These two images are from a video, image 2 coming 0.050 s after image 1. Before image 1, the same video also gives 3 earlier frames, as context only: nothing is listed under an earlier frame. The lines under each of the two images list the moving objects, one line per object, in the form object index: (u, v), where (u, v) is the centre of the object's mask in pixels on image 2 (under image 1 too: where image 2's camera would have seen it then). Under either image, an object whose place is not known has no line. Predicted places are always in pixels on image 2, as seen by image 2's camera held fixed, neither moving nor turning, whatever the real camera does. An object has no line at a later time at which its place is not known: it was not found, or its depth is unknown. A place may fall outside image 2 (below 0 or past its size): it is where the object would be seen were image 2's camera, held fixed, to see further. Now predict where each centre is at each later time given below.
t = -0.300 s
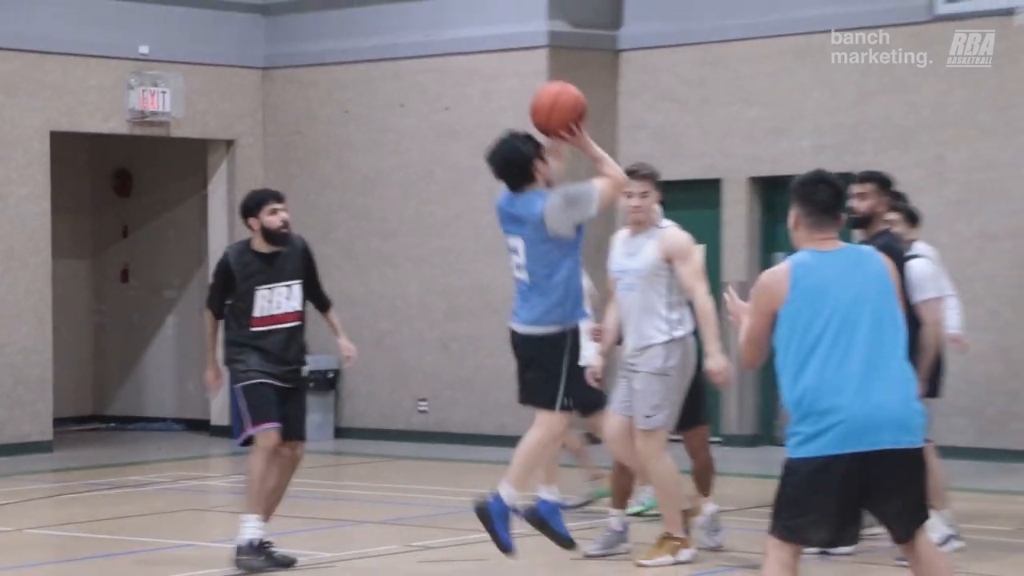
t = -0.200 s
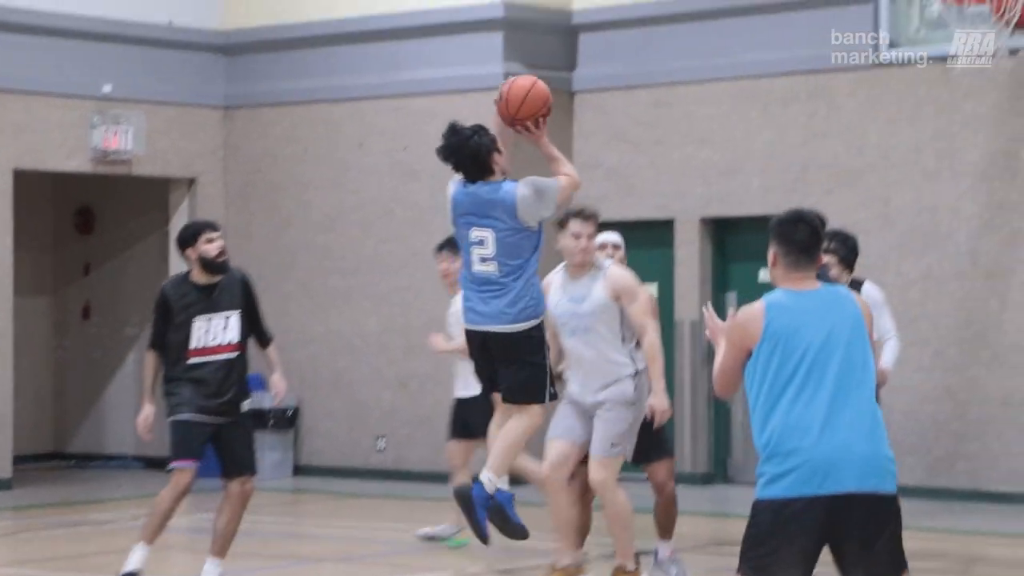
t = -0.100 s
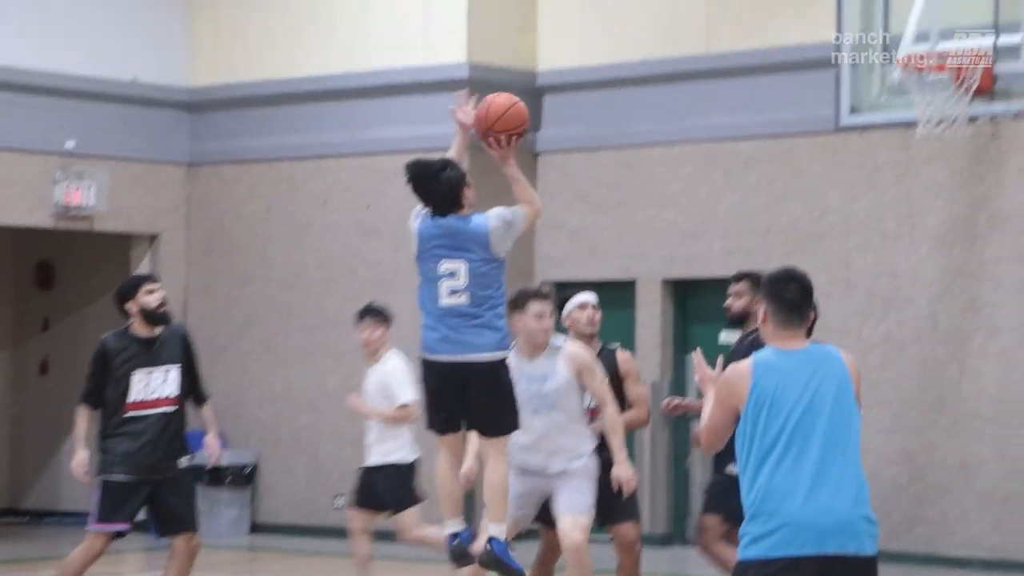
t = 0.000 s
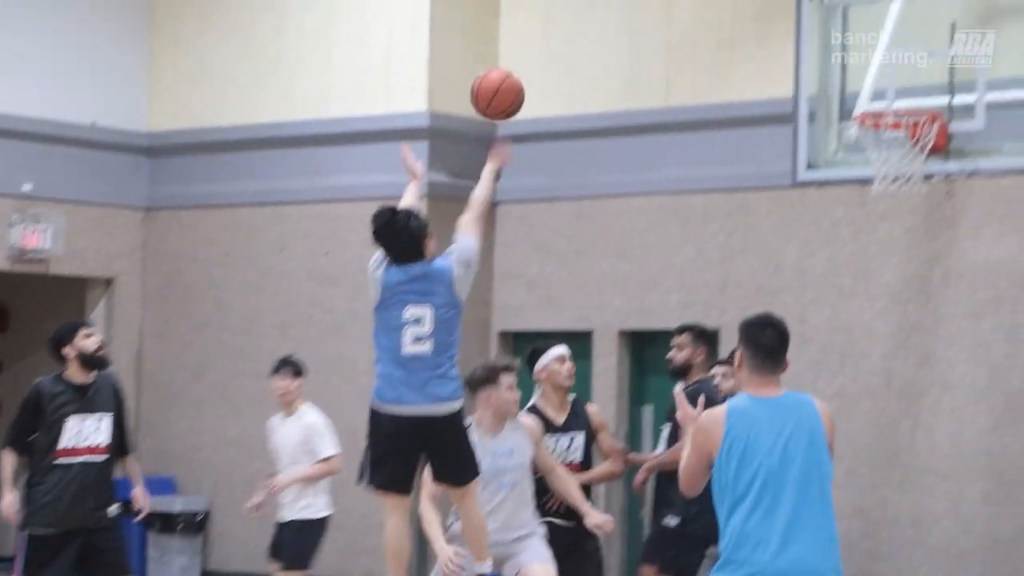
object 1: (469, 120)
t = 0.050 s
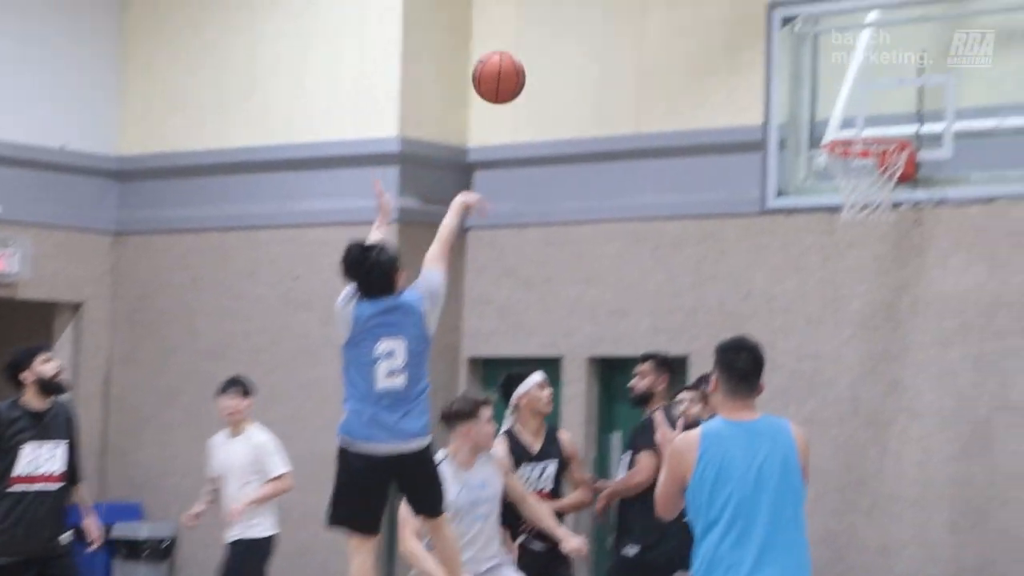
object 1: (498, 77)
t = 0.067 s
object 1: (508, 64)
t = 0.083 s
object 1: (518, 52)
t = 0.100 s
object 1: (528, 41)
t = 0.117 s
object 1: (537, 30)
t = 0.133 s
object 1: (546, 21)
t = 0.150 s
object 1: (555, 12)
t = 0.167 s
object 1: (564, 3)
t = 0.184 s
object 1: (573, -4)
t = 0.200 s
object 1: (581, -11)
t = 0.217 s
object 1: (590, -17)
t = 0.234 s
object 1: (598, -23)
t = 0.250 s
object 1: (607, -28)
